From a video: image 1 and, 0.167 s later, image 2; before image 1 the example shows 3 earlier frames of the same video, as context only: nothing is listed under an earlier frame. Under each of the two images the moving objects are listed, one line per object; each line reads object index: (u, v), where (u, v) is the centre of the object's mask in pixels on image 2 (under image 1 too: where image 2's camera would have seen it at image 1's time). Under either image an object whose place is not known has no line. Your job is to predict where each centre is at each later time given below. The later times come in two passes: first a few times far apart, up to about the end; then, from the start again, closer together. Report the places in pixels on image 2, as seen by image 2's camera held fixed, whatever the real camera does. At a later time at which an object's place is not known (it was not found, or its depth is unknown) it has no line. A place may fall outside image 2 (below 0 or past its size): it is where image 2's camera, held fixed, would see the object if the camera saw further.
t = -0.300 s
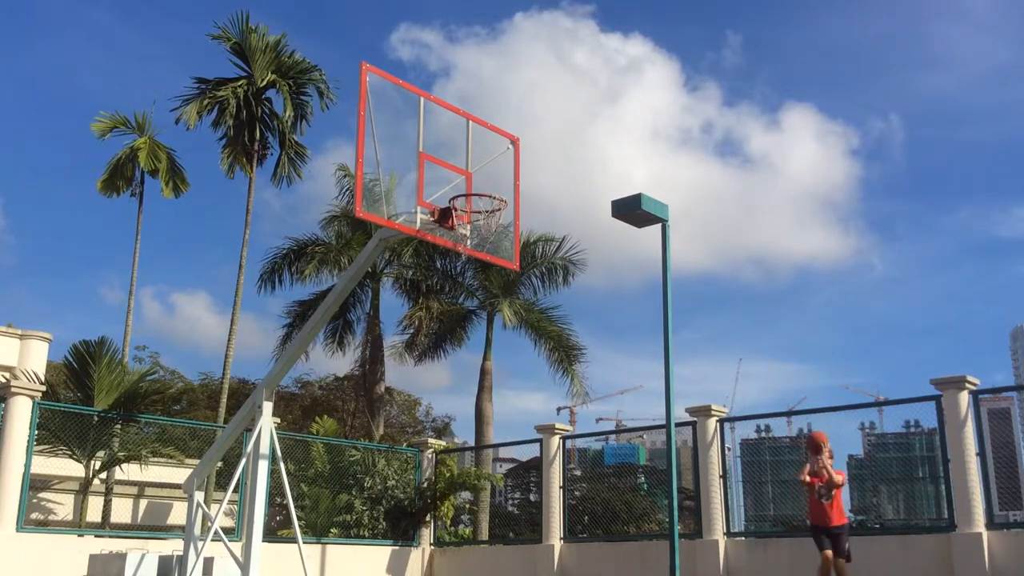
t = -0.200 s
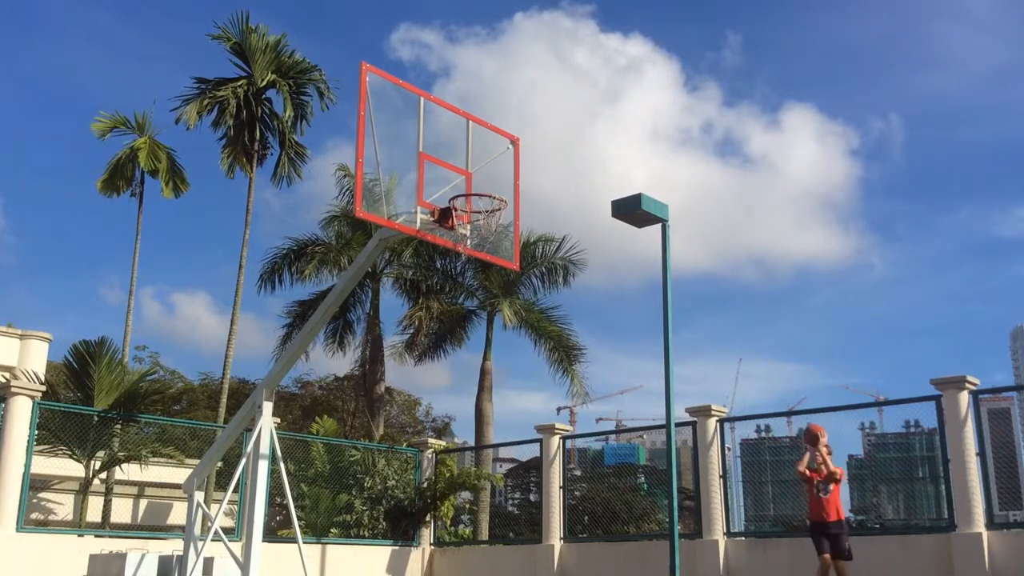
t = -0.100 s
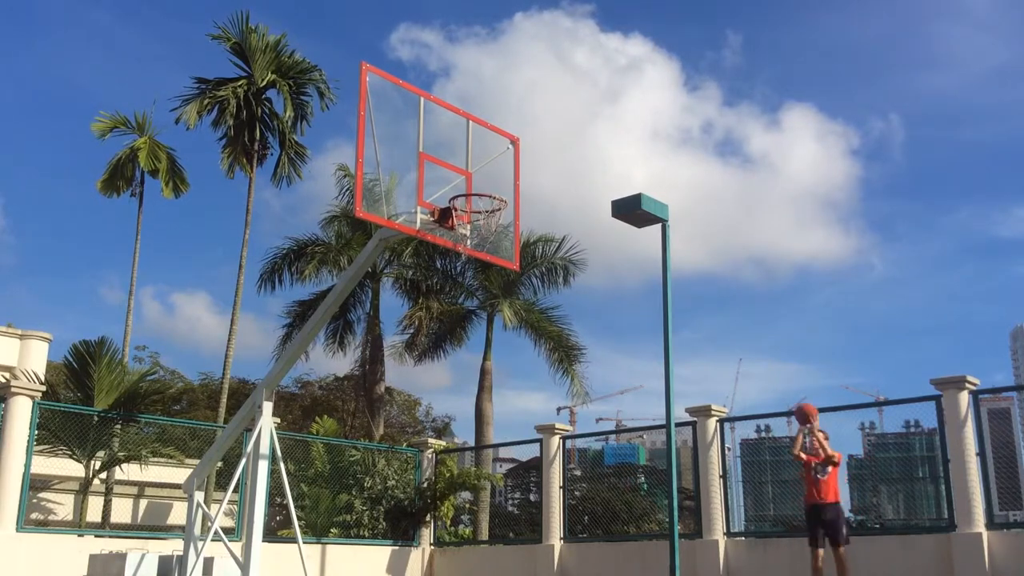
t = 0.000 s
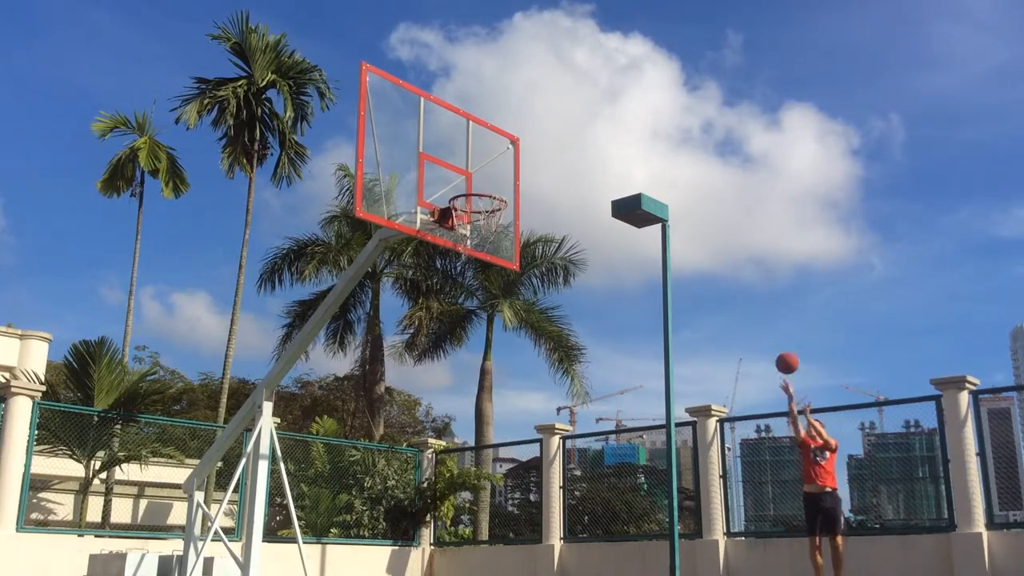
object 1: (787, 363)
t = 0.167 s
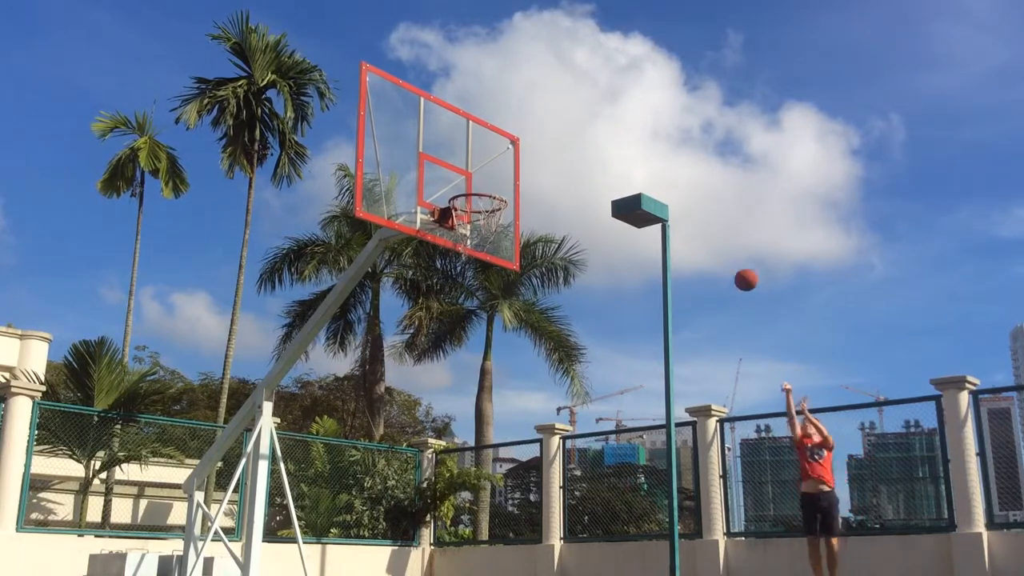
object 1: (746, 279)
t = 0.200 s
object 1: (738, 265)
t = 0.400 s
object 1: (686, 196)
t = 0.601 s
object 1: (630, 155)
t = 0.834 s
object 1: (556, 154)
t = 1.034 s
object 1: (478, 196)
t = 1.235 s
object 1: (437, 271)
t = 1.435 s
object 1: (397, 380)
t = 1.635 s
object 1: (350, 548)
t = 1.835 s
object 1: (363, 491)
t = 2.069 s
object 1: (391, 400)
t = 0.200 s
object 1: (738, 265)
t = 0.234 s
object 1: (729, 252)
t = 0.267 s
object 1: (721, 239)
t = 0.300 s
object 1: (712, 227)
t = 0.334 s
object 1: (704, 216)
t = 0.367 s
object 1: (695, 205)
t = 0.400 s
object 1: (686, 196)
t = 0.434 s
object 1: (677, 187)
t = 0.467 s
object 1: (668, 179)
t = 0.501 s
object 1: (658, 171)
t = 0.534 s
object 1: (649, 165)
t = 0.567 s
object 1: (640, 160)
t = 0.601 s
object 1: (630, 155)
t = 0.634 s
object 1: (620, 152)
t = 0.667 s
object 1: (610, 150)
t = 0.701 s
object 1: (600, 148)
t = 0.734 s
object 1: (589, 148)
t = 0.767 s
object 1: (579, 149)
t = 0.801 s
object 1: (567, 151)
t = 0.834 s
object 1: (556, 154)
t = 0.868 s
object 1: (544, 158)
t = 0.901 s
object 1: (532, 164)
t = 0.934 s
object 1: (520, 171)
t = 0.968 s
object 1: (507, 179)
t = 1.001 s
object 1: (494, 186)
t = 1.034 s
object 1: (478, 196)
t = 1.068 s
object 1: (469, 216)
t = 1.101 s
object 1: (461, 231)
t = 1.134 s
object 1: (455, 239)
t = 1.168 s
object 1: (449, 246)
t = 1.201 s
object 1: (443, 256)
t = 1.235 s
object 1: (437, 271)
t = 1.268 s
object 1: (430, 285)
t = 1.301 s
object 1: (423, 301)
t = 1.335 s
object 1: (417, 318)
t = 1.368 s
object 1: (411, 336)
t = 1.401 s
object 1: (404, 357)
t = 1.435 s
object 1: (397, 380)
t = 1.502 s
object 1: (383, 427)
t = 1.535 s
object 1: (375, 455)
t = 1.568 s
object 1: (368, 484)
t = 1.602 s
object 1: (360, 514)
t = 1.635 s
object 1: (350, 548)
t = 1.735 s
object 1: (347, 558)
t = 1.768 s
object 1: (353, 534)
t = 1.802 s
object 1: (358, 512)
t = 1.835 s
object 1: (363, 491)
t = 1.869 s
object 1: (367, 473)
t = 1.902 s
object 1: (371, 458)
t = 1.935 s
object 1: (375, 443)
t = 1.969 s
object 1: (380, 429)
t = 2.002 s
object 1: (383, 418)
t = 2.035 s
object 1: (388, 408)
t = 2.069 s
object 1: (391, 400)
